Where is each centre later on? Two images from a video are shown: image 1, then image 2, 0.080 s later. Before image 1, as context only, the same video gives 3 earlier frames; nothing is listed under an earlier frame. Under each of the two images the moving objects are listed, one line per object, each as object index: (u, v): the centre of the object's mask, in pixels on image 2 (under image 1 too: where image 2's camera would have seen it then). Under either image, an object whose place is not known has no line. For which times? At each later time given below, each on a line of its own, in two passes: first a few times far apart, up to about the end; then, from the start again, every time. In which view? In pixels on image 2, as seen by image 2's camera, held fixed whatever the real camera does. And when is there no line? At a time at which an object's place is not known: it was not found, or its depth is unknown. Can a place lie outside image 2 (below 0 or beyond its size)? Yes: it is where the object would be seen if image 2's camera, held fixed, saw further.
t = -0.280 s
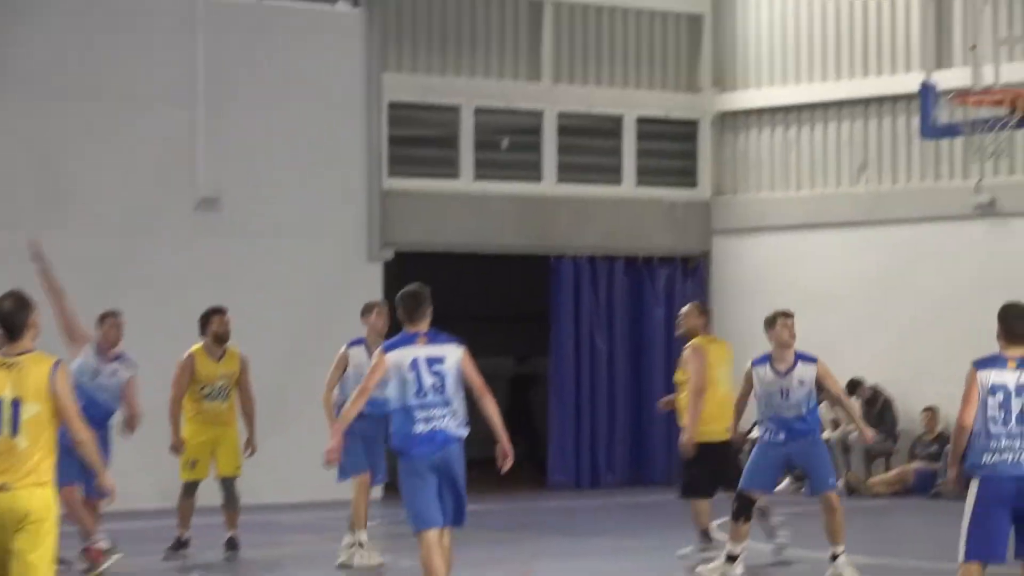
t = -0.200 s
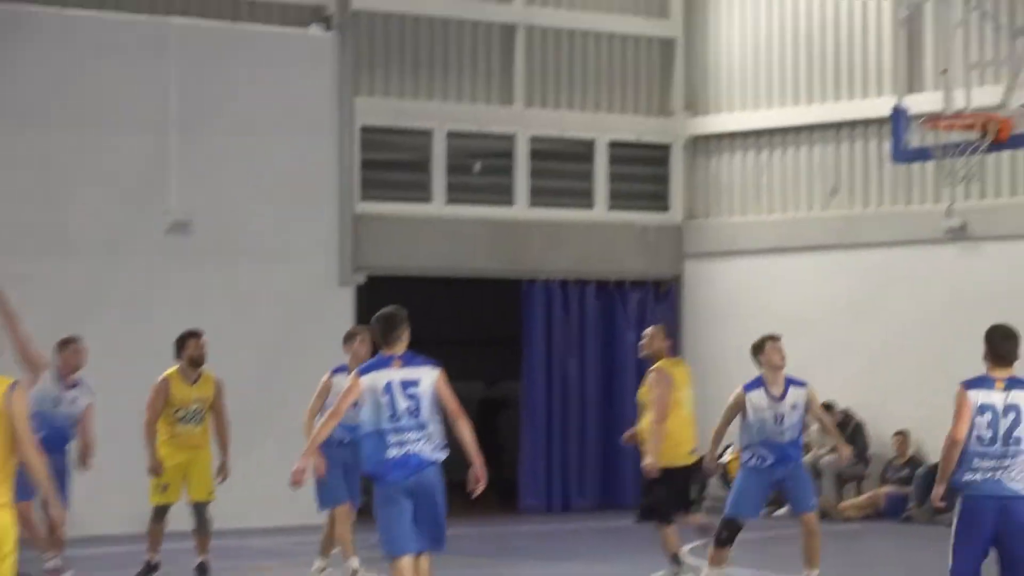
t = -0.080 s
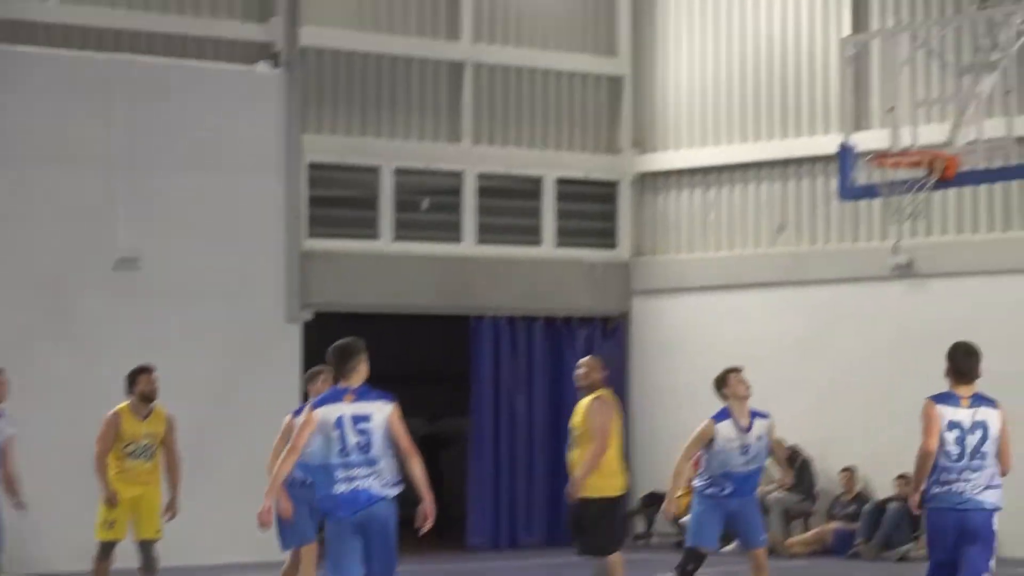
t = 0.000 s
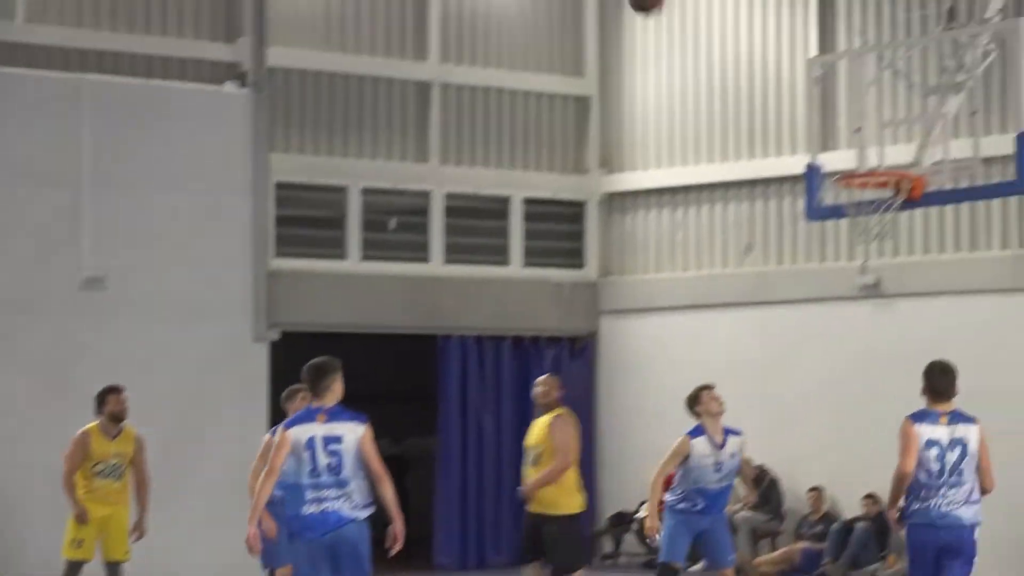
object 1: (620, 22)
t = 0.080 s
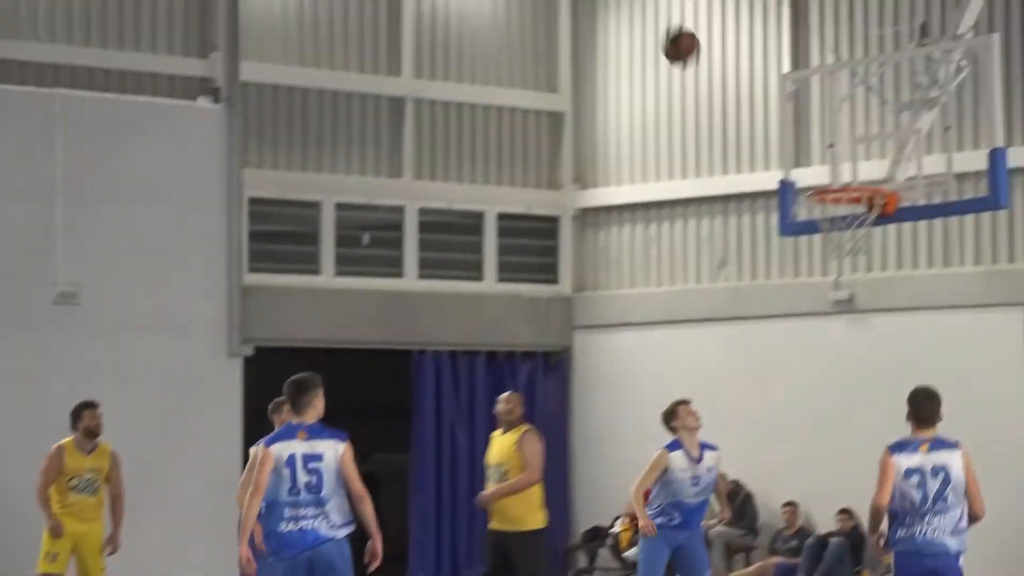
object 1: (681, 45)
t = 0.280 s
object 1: (838, 173)
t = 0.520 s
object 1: (816, 221)
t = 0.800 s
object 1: (852, 243)
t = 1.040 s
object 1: (899, 346)
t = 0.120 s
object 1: (711, 66)
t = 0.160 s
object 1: (742, 89)
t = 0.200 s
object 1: (774, 115)
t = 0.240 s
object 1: (805, 144)
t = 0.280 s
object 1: (838, 173)
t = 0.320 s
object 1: (858, 189)
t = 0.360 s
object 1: (861, 198)
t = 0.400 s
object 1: (855, 208)
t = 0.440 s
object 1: (831, 218)
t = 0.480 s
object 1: (822, 222)
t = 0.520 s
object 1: (816, 221)
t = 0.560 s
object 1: (816, 218)
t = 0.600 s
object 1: (819, 217)
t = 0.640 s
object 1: (824, 219)
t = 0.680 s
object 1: (828, 221)
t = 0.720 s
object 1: (837, 227)
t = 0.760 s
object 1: (843, 233)
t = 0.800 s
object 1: (852, 243)
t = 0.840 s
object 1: (860, 253)
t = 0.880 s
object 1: (867, 266)
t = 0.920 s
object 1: (876, 282)
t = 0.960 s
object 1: (883, 300)
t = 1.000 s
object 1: (891, 322)
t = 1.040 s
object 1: (899, 346)
